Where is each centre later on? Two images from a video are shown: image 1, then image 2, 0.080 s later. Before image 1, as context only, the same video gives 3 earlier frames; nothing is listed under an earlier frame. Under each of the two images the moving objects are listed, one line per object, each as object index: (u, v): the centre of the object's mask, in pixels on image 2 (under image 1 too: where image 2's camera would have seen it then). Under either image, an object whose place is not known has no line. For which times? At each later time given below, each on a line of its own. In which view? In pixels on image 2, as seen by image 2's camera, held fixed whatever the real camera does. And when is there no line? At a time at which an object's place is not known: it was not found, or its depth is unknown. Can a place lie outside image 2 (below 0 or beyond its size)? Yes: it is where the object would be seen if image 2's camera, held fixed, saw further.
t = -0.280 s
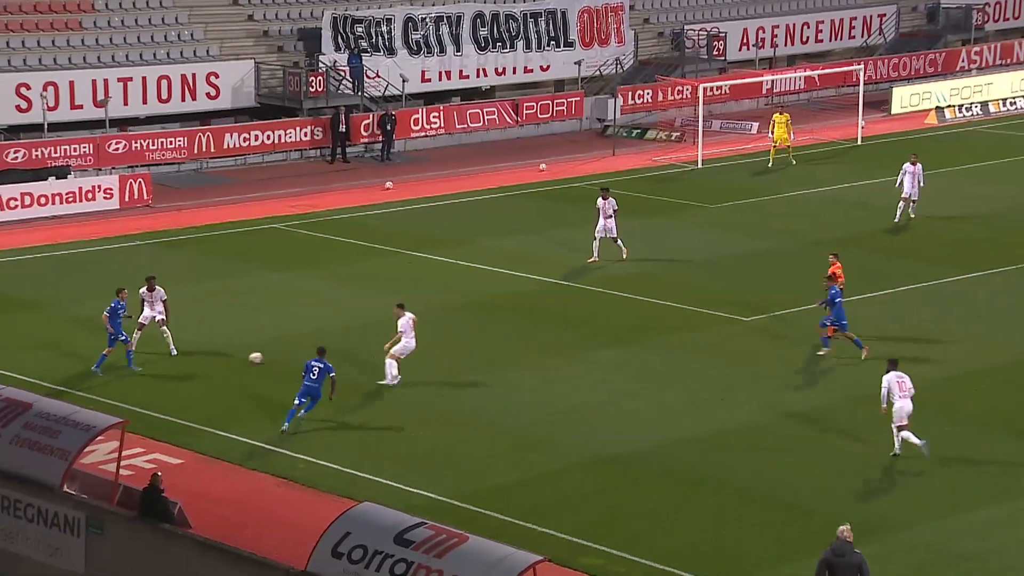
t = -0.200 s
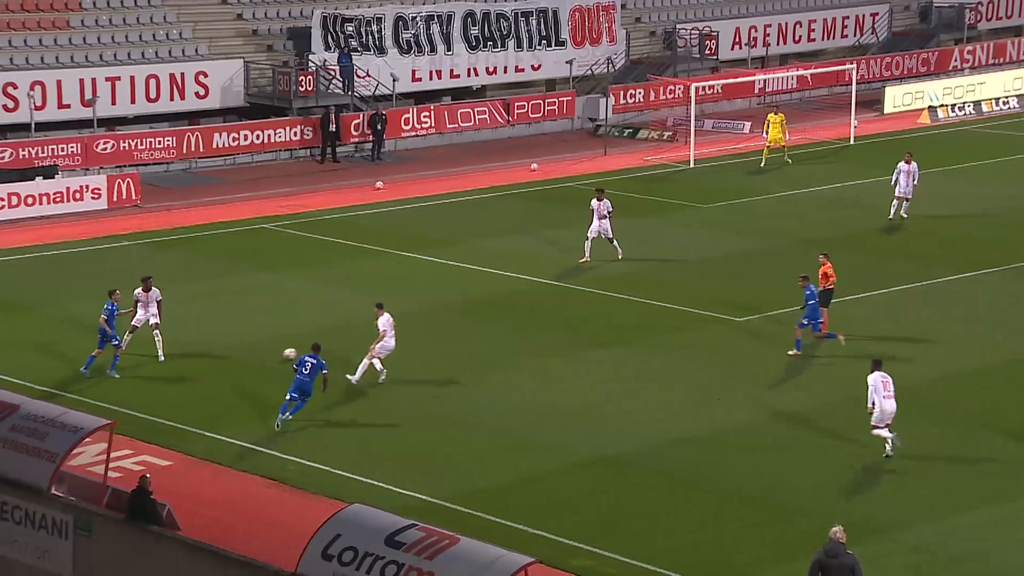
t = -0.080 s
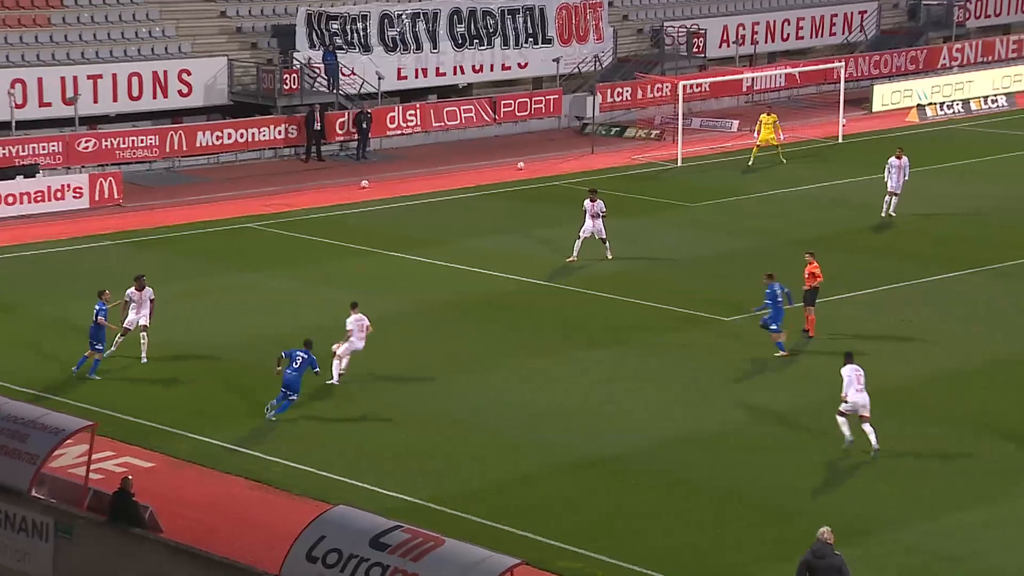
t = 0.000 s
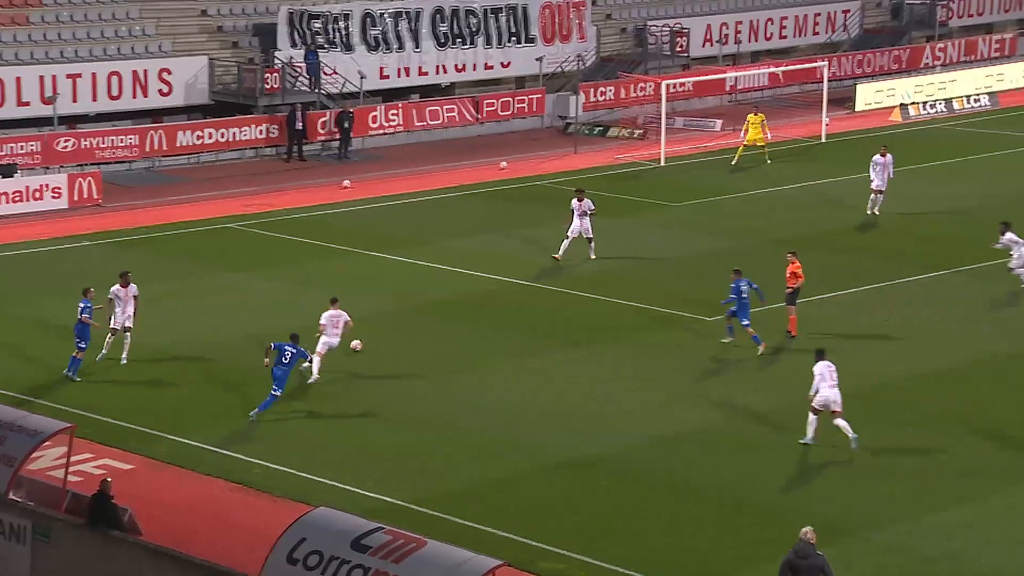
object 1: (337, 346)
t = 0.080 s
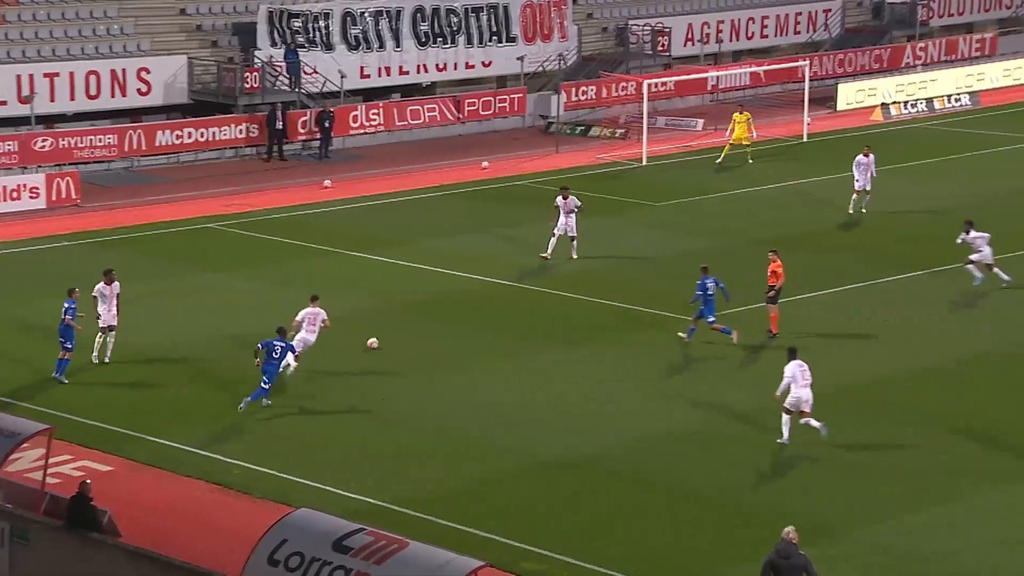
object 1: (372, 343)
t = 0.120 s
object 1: (388, 341)
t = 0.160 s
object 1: (403, 339)
